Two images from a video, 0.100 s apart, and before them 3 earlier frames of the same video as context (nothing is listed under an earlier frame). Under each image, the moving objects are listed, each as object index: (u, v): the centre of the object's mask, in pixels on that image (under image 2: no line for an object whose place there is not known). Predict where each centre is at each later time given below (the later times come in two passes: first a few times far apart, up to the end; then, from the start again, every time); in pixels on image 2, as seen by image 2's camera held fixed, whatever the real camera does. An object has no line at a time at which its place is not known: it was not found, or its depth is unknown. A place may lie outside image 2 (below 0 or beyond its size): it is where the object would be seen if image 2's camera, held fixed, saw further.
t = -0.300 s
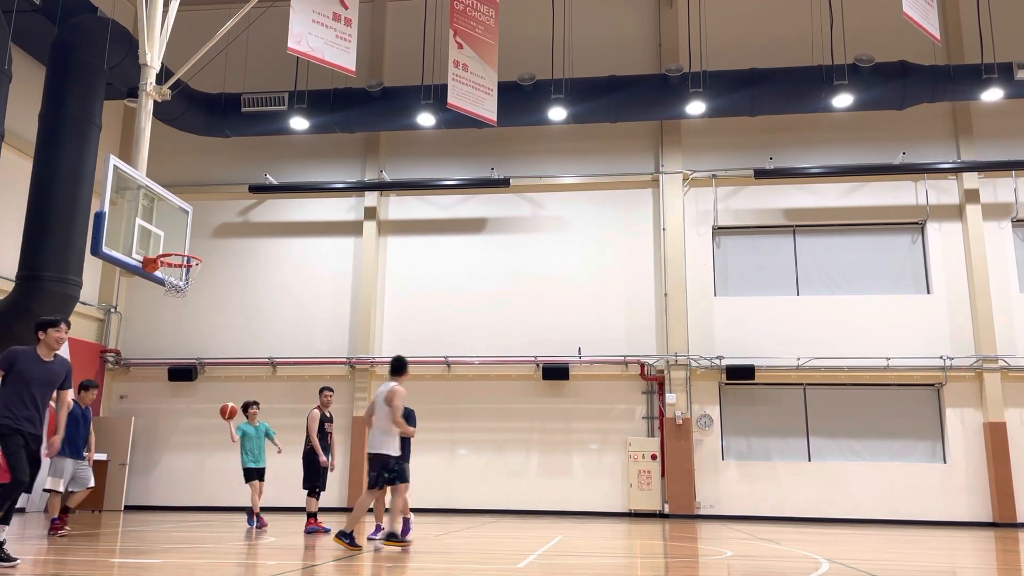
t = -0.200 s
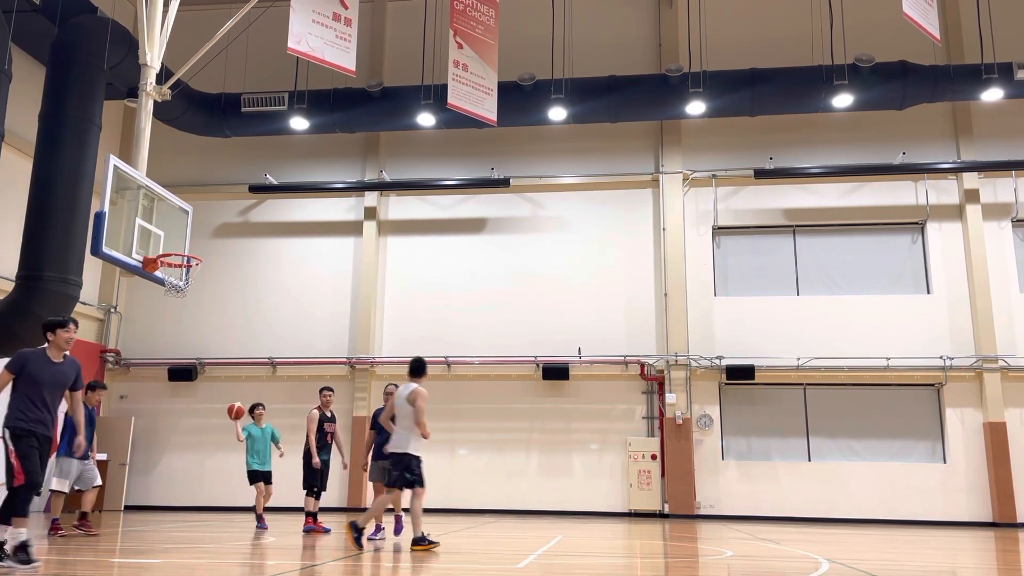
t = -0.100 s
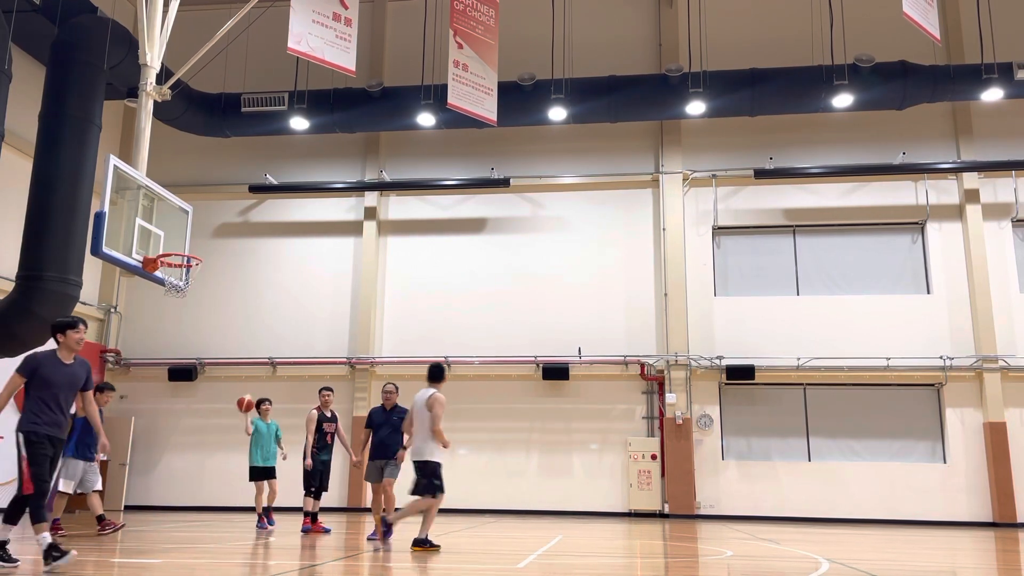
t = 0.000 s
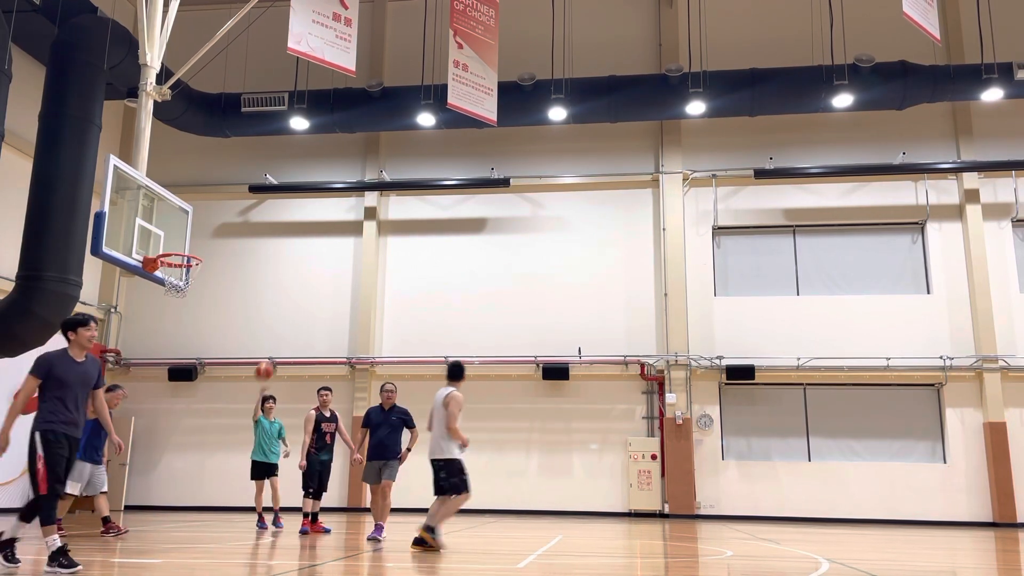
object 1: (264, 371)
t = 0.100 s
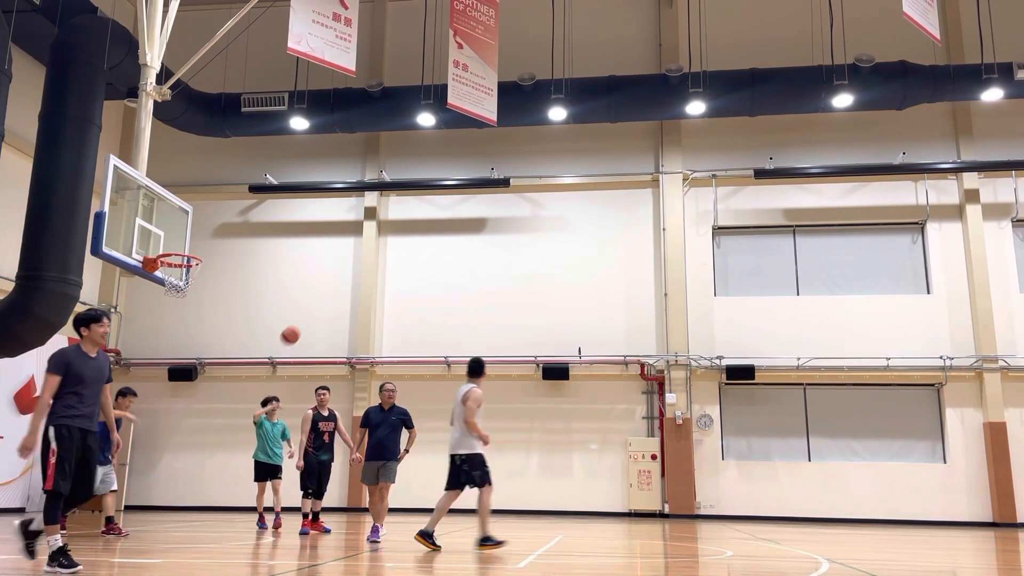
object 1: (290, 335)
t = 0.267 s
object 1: (335, 288)
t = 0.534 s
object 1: (414, 251)
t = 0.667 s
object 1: (457, 252)
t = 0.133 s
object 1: (299, 324)
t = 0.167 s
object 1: (308, 314)
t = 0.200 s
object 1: (317, 305)
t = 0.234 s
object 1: (326, 296)
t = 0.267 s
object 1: (335, 288)
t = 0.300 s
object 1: (344, 281)
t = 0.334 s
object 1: (354, 275)
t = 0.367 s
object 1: (363, 269)
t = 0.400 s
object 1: (373, 264)
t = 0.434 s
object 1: (383, 259)
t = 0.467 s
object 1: (393, 255)
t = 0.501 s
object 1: (403, 253)
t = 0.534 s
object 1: (414, 251)
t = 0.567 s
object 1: (424, 249)
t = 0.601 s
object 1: (435, 249)
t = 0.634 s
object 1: (446, 250)
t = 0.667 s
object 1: (457, 252)
